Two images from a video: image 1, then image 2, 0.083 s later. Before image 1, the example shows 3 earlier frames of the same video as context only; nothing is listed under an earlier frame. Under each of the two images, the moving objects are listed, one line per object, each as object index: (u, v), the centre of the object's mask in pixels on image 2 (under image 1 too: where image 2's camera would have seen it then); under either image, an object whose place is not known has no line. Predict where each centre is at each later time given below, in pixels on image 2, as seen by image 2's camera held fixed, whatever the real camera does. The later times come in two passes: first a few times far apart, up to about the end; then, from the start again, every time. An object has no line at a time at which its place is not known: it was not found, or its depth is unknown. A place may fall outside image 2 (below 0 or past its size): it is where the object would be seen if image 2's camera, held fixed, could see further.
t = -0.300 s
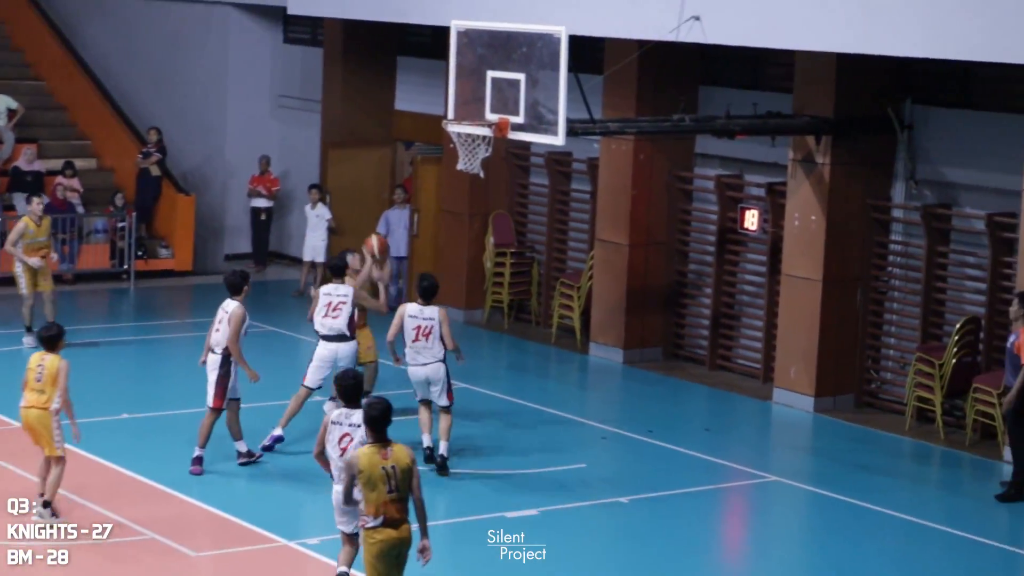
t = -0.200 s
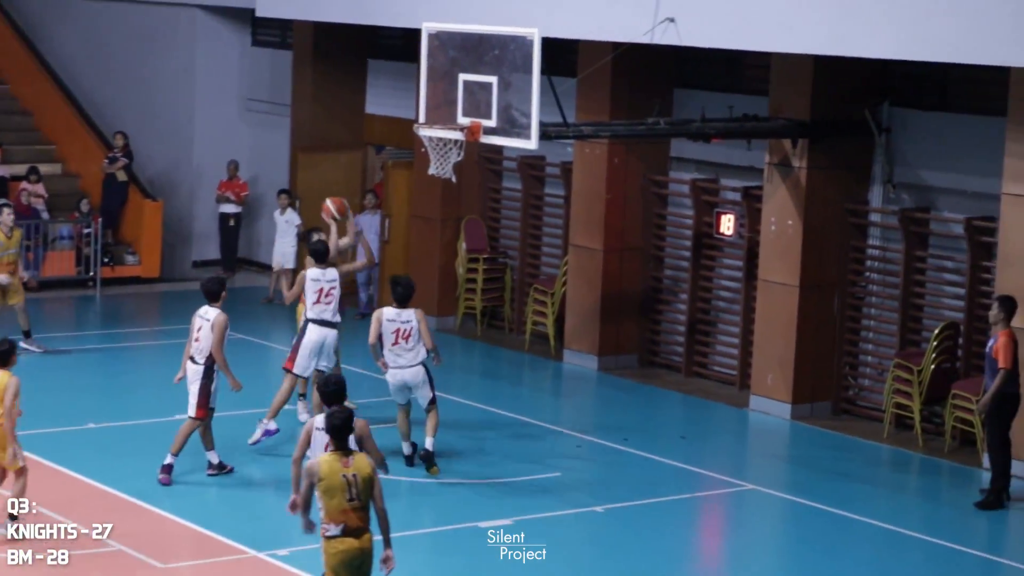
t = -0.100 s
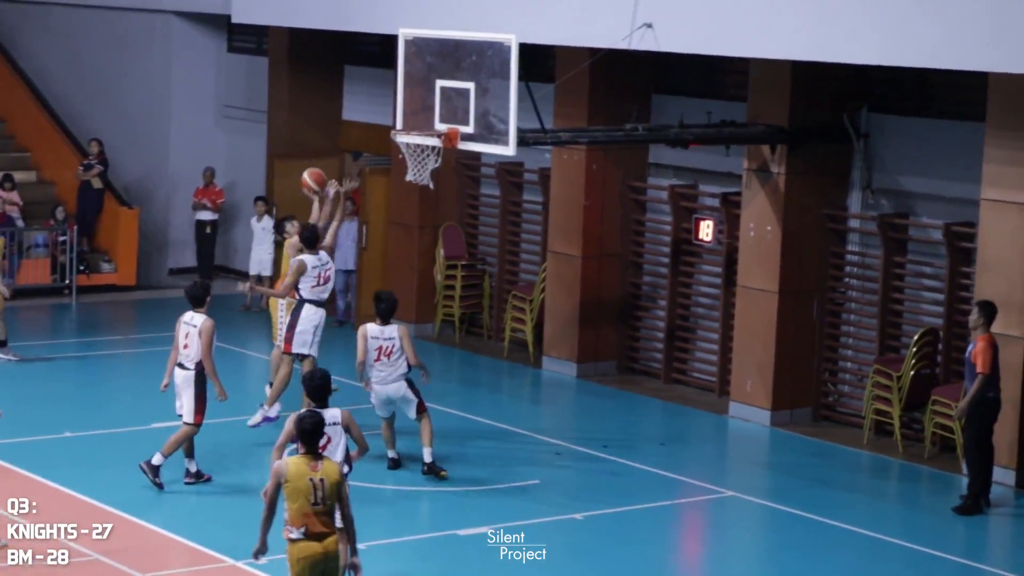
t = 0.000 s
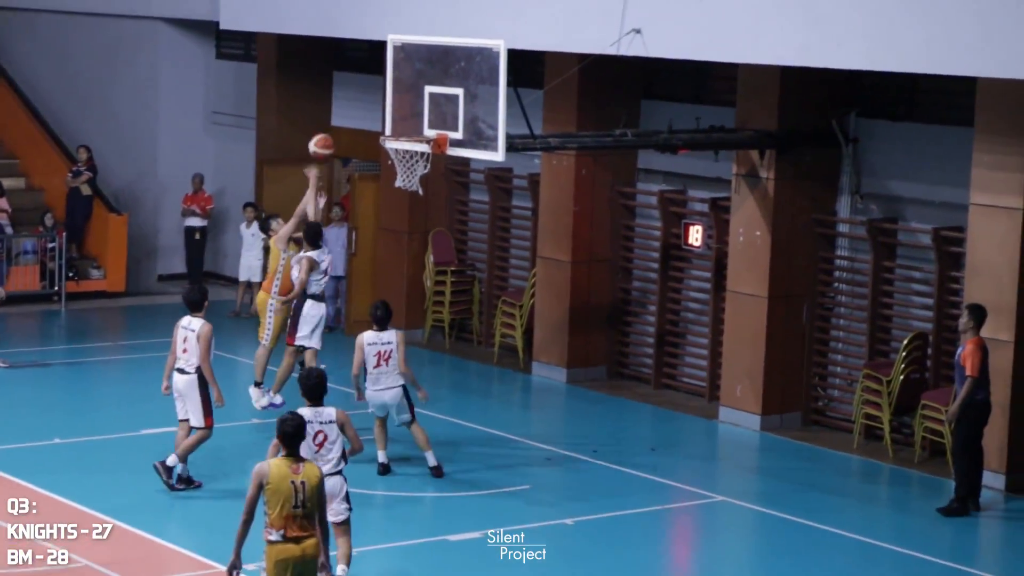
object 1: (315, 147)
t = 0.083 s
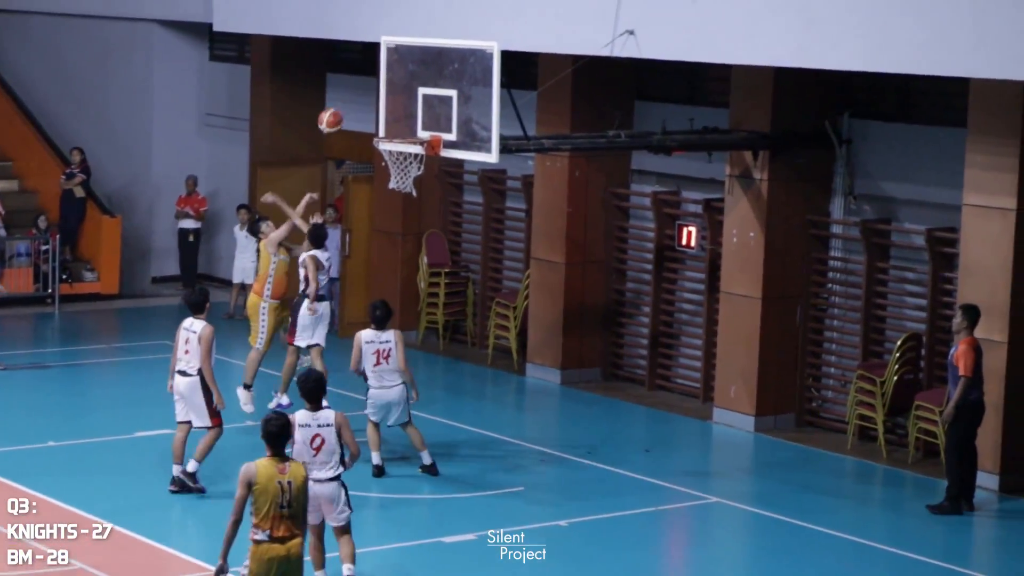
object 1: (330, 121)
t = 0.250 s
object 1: (361, 88)
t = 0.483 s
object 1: (405, 89)
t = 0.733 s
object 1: (418, 114)
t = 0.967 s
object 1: (390, 118)
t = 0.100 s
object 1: (334, 117)
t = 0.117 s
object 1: (337, 112)
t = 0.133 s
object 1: (340, 108)
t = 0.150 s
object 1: (343, 104)
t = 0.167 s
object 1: (346, 100)
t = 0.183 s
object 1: (349, 97)
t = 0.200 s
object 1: (353, 94)
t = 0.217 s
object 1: (356, 92)
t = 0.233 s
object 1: (359, 90)
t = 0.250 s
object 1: (361, 88)
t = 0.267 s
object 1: (365, 86)
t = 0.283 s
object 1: (368, 85)
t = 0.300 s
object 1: (371, 83)
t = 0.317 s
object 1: (374, 83)
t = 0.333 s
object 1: (377, 82)
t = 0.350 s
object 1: (380, 82)
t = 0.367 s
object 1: (384, 82)
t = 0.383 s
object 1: (386, 82)
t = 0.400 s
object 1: (390, 83)
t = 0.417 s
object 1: (393, 84)
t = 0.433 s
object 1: (396, 84)
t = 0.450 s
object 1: (399, 85)
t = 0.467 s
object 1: (402, 87)
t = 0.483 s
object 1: (405, 89)
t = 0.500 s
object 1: (408, 91)
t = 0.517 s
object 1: (411, 94)
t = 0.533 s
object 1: (414, 97)
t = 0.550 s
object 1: (417, 100)
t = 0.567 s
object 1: (420, 104)
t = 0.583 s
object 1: (423, 108)
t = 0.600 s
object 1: (423, 111)
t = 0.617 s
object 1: (424, 114)
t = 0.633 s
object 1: (425, 118)
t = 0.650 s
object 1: (426, 122)
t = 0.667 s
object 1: (425, 124)
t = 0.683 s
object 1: (423, 122)
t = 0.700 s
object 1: (421, 118)
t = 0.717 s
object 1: (419, 116)
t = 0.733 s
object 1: (418, 114)
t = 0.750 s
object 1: (416, 112)
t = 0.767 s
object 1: (414, 111)
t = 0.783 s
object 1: (413, 110)
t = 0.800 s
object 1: (410, 110)
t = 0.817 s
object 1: (408, 110)
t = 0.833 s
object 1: (407, 109)
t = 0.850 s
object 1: (405, 109)
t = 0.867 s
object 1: (403, 109)
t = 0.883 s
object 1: (401, 110)
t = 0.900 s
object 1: (399, 111)
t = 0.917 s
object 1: (396, 112)
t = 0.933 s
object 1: (395, 114)
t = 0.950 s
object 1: (393, 116)
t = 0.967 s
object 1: (390, 118)
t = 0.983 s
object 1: (388, 120)
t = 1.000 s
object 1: (387, 123)
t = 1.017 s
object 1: (384, 127)
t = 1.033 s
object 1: (382, 130)
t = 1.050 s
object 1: (380, 133)
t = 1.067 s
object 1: (378, 137)
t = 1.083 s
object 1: (377, 141)
